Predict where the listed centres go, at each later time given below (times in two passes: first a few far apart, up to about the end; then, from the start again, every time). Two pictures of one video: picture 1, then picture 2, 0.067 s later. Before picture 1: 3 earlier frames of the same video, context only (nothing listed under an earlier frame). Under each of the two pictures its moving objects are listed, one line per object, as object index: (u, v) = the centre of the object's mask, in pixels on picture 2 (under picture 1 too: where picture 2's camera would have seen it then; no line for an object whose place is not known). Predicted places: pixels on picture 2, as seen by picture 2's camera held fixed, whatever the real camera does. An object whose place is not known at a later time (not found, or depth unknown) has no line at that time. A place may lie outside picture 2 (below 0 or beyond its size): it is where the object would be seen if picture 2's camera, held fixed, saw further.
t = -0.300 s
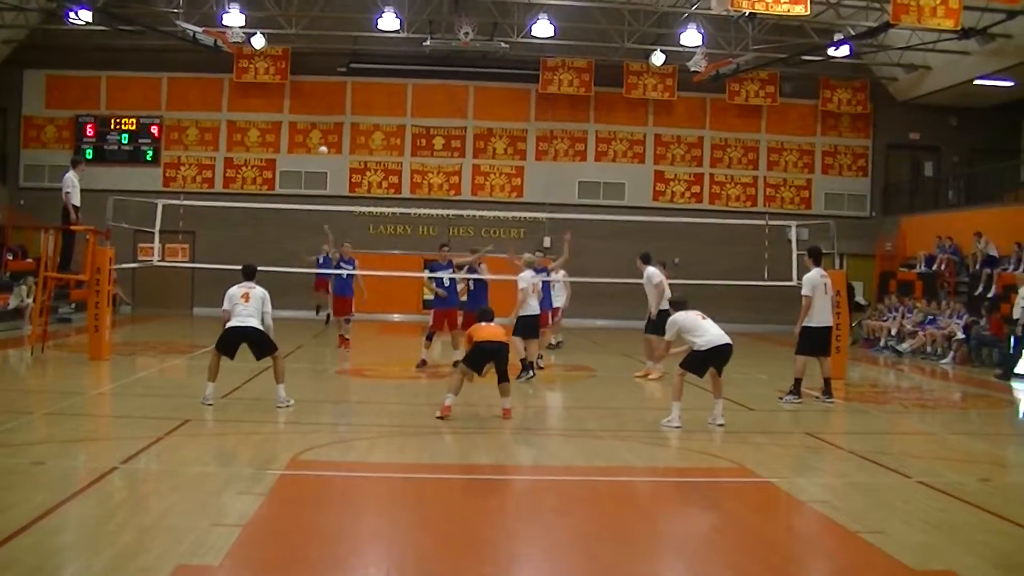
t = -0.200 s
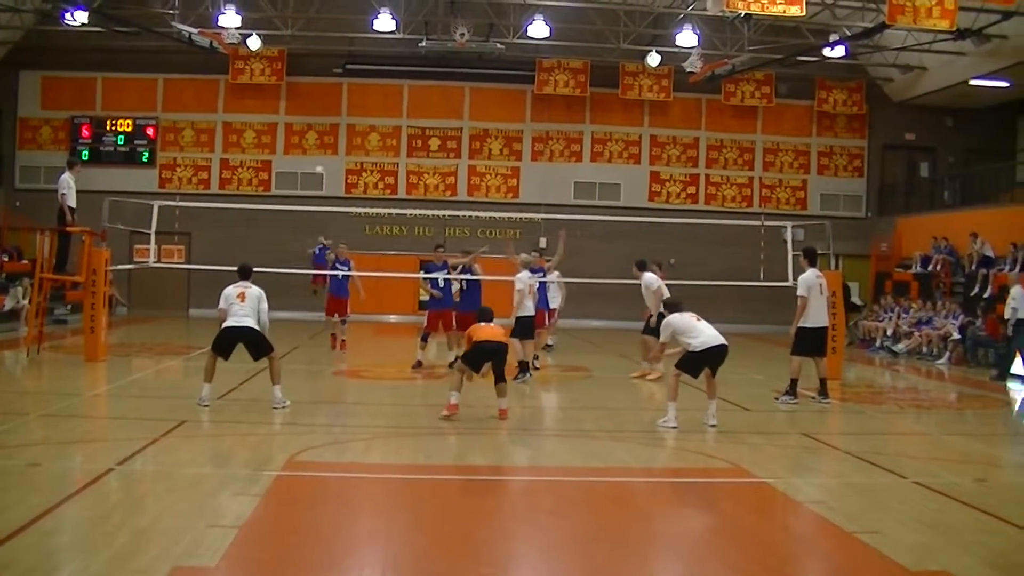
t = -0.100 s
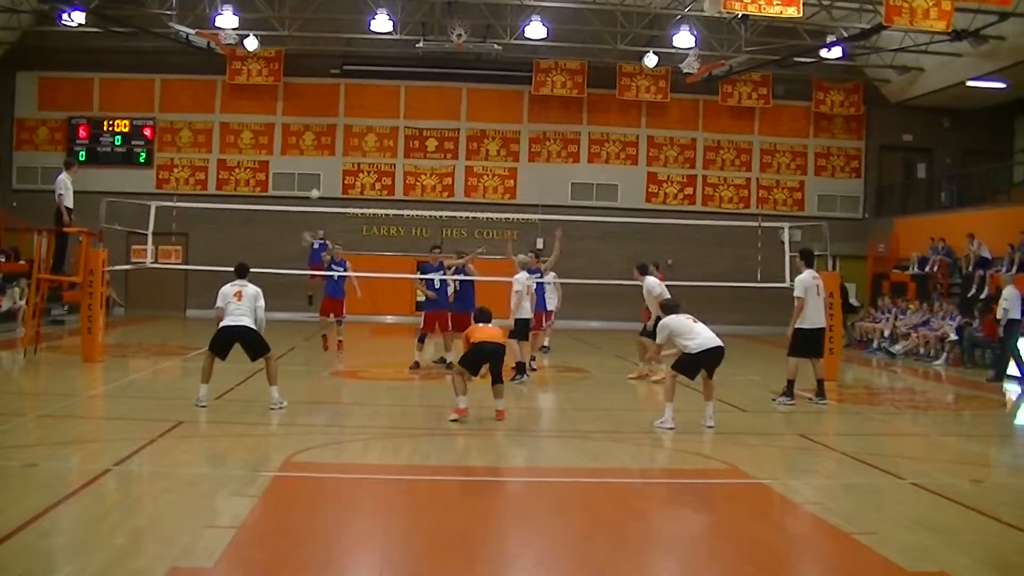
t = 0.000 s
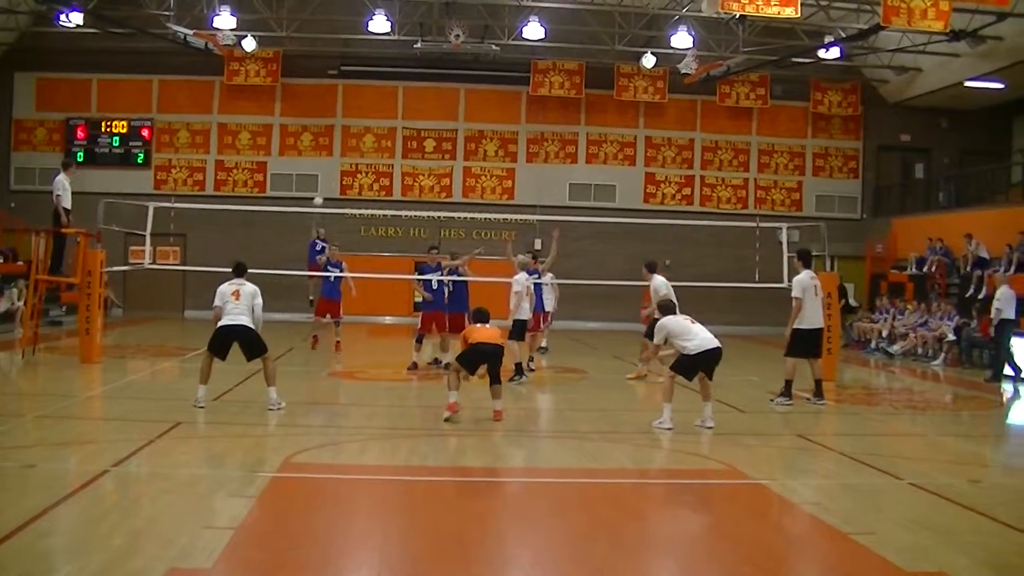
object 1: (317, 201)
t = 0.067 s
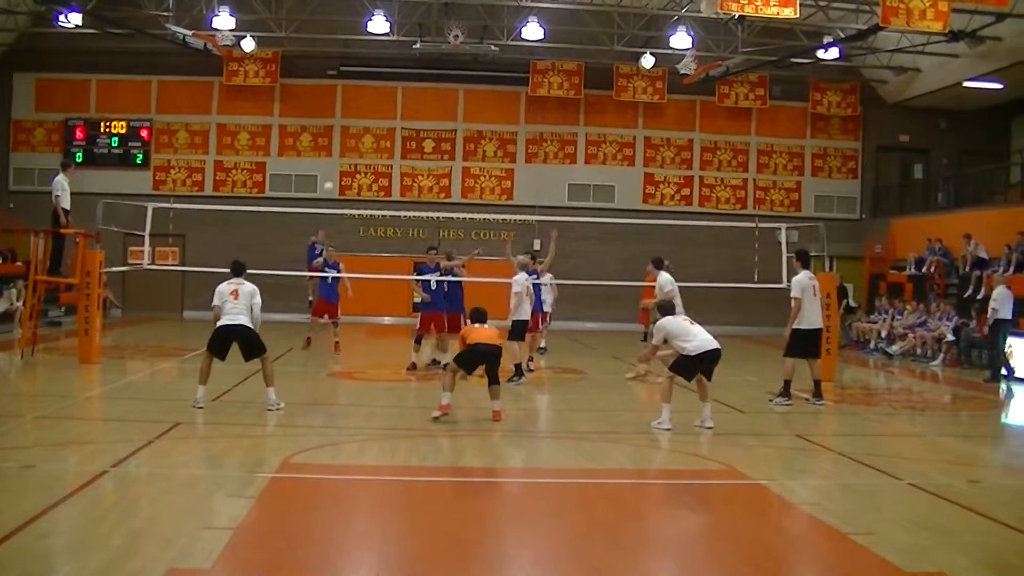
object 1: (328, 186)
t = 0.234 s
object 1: (361, 161)
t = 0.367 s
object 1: (395, 155)
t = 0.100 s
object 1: (335, 180)
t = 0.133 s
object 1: (341, 174)
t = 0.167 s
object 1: (347, 169)
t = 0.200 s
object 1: (354, 164)
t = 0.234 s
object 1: (361, 161)
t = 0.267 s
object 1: (370, 157)
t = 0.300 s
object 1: (377, 155)
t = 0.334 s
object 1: (386, 154)
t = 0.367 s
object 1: (395, 155)
